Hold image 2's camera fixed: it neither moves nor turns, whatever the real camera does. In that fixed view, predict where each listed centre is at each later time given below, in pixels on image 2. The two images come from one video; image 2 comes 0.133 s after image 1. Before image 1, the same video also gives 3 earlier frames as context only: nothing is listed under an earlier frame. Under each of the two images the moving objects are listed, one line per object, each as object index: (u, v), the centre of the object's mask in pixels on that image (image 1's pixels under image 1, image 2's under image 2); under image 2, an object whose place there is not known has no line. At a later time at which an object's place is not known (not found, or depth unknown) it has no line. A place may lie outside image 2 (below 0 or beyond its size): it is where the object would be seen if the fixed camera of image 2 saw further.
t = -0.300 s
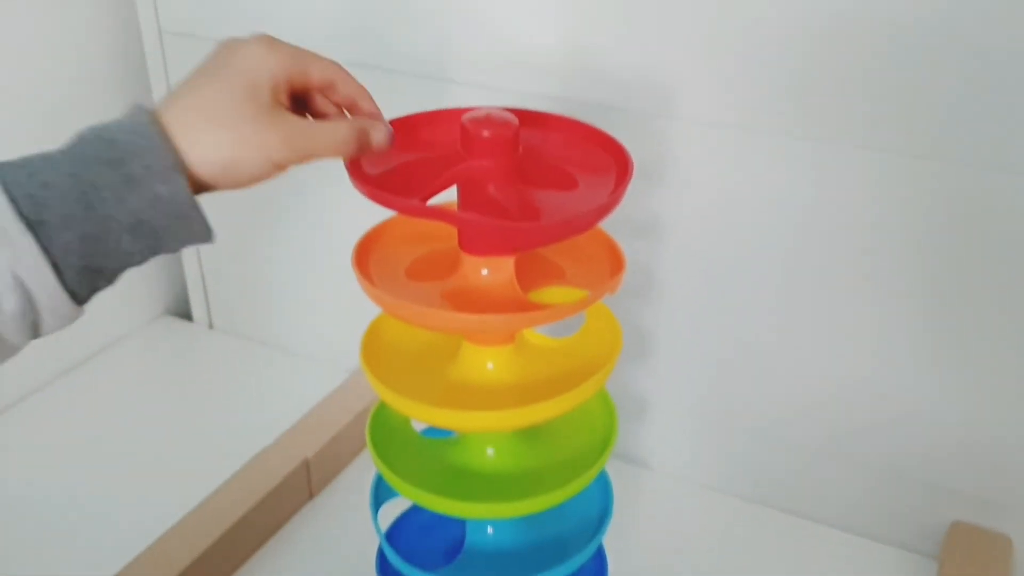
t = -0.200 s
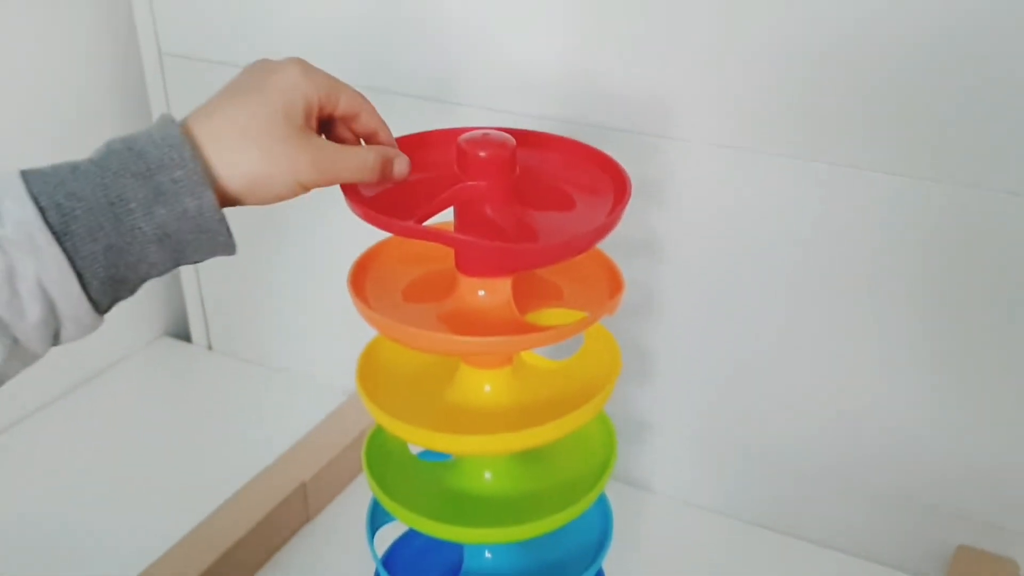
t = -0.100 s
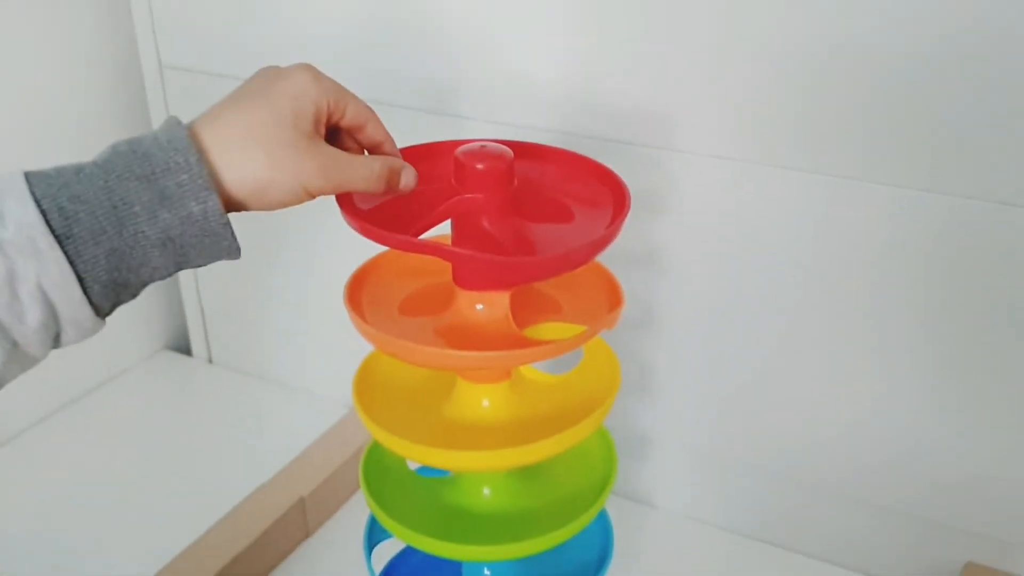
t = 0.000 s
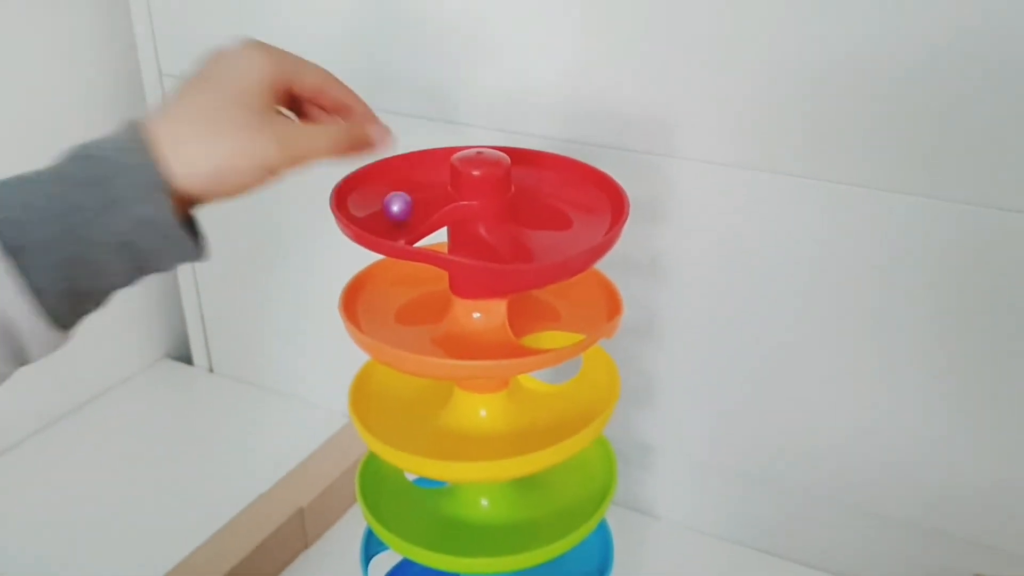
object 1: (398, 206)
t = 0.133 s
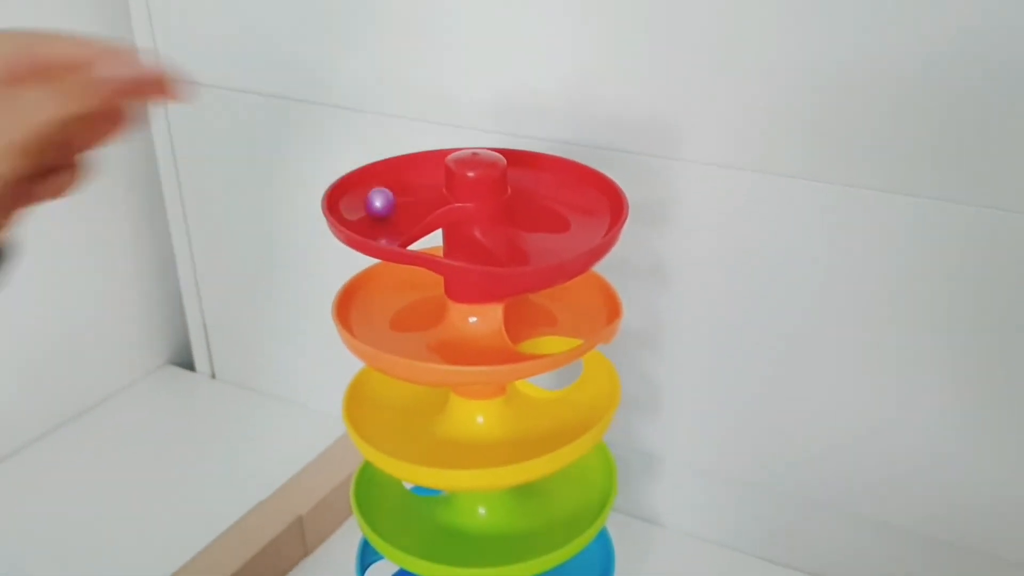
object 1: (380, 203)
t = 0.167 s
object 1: (379, 200)
